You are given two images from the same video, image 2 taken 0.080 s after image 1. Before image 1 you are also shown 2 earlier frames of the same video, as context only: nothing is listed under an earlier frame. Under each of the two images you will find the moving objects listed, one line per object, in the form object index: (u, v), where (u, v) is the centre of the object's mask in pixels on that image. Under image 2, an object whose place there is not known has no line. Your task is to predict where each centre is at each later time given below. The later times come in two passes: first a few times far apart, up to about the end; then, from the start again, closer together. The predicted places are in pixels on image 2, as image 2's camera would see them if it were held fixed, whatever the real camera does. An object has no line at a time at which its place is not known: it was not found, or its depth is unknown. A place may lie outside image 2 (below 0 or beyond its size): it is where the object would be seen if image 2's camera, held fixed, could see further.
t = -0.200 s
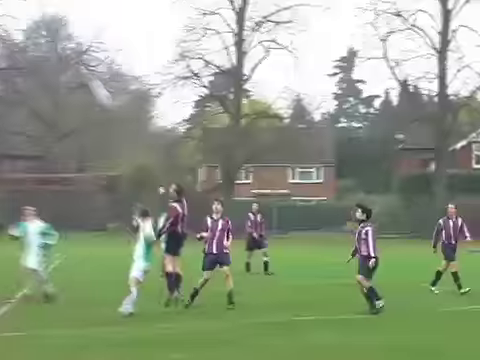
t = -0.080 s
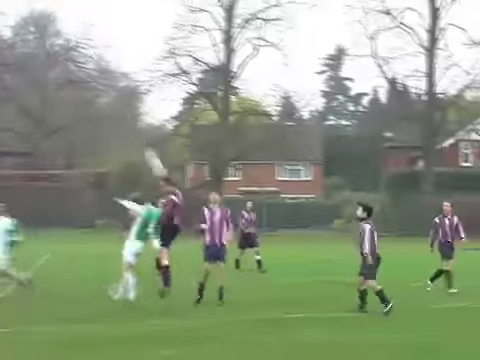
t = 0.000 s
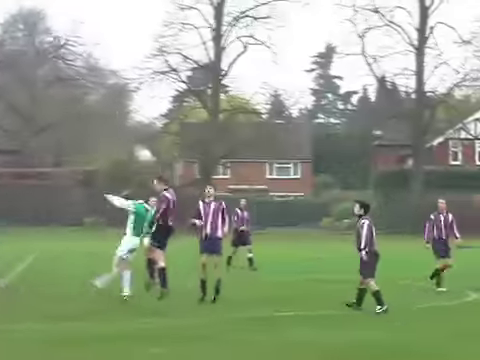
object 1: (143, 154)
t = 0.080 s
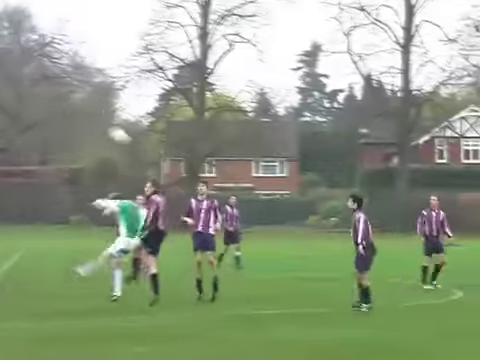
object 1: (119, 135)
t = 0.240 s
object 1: (95, 112)
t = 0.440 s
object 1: (64, 108)
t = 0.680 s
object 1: (25, 144)
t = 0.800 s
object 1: (4, 182)
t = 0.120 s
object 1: (112, 127)
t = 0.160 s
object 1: (106, 121)
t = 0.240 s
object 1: (95, 112)
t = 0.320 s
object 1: (83, 107)
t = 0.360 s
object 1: (77, 106)
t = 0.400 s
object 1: (72, 107)
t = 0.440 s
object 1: (64, 108)
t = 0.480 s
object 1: (58, 111)
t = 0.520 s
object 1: (52, 115)
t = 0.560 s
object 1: (45, 120)
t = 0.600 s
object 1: (38, 126)
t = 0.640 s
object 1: (32, 134)
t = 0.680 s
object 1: (25, 144)
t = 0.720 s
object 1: (18, 154)
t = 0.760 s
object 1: (10, 168)
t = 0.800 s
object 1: (4, 182)
